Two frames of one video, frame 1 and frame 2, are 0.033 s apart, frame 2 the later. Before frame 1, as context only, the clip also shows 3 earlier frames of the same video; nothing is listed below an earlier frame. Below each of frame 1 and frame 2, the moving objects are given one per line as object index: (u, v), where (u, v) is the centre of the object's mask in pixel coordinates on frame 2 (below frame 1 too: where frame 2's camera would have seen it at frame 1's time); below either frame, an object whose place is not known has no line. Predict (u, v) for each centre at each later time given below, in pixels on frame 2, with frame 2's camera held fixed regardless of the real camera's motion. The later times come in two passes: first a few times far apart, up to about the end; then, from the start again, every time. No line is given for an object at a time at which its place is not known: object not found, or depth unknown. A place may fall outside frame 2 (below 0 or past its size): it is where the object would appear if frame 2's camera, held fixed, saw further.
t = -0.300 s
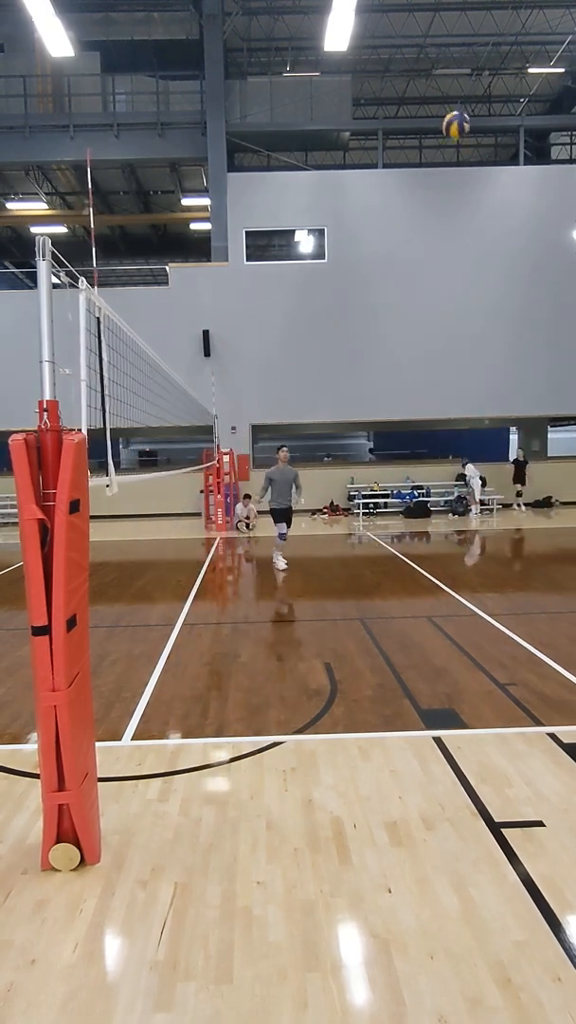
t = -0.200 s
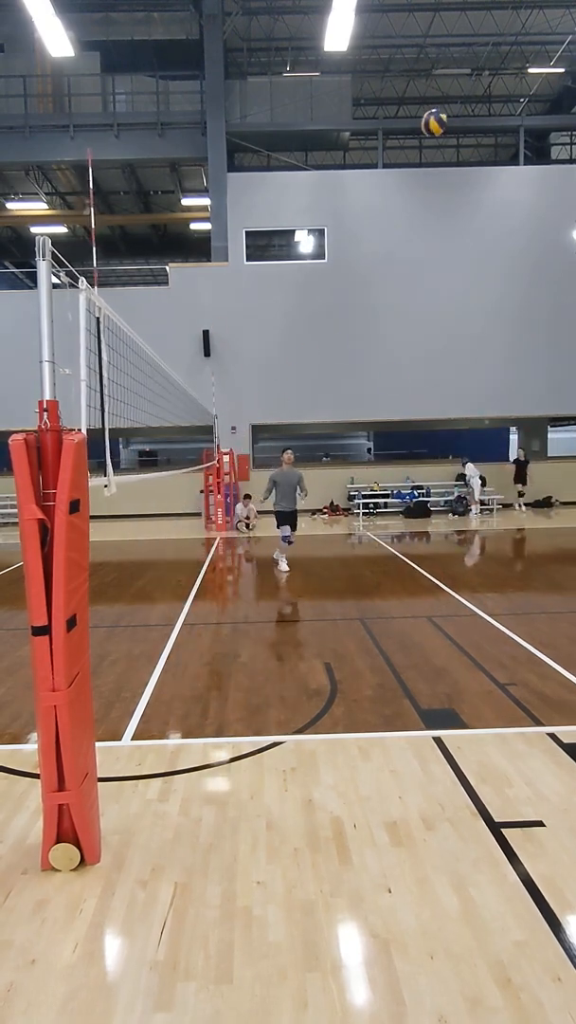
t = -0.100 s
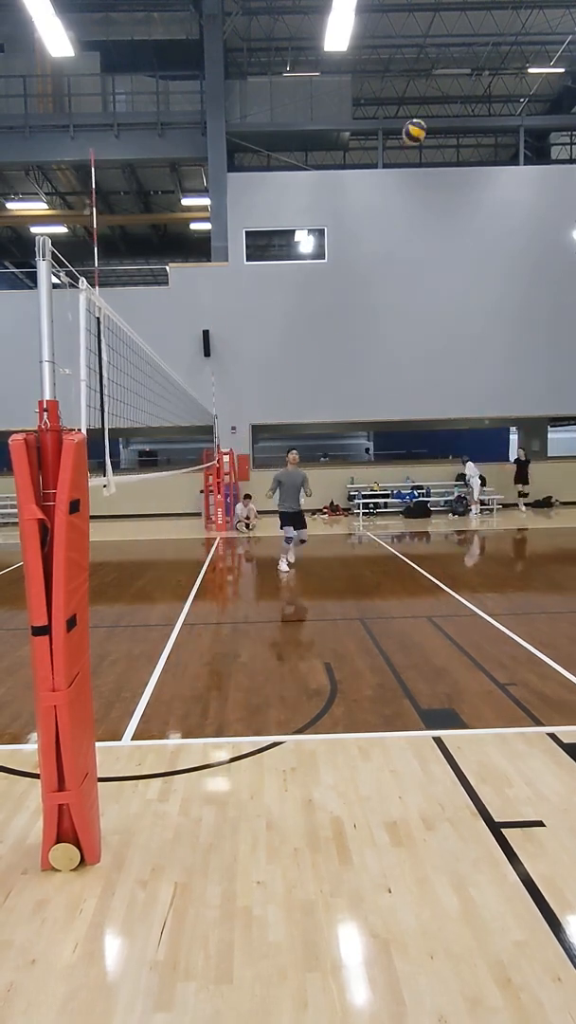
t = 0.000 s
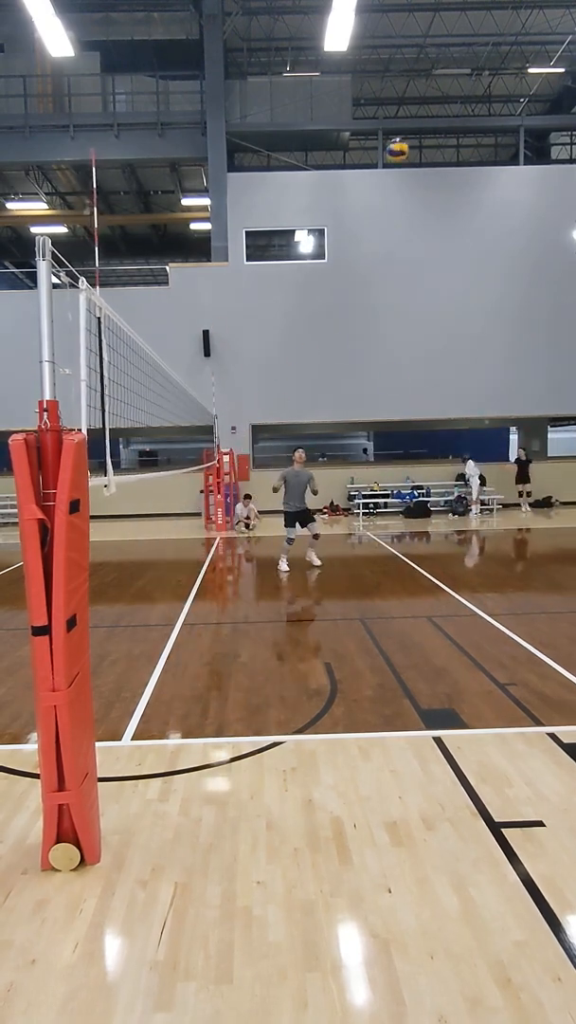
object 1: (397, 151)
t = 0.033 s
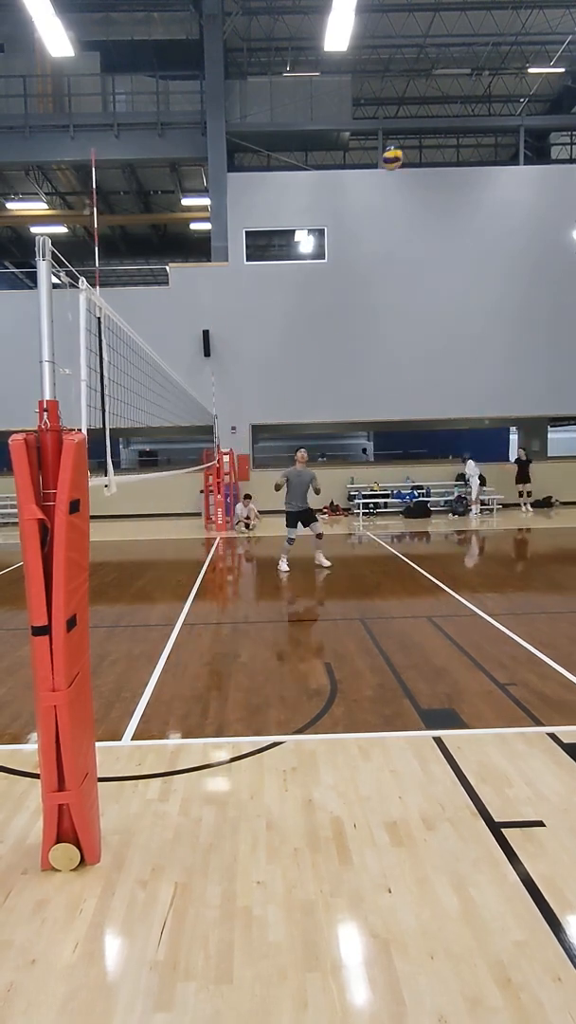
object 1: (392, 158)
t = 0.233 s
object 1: (364, 222)
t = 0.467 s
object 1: (340, 320)
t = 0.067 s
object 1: (387, 167)
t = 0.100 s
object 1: (382, 176)
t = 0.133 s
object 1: (377, 187)
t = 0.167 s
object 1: (372, 198)
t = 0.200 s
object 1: (368, 209)
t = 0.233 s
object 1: (364, 222)
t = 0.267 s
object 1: (360, 234)
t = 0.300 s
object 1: (356, 248)
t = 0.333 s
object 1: (353, 262)
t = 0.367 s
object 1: (350, 275)
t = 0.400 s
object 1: (346, 289)
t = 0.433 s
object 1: (343, 305)
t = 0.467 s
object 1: (340, 320)
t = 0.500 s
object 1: (337, 336)
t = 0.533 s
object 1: (334, 352)
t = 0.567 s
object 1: (332, 368)
